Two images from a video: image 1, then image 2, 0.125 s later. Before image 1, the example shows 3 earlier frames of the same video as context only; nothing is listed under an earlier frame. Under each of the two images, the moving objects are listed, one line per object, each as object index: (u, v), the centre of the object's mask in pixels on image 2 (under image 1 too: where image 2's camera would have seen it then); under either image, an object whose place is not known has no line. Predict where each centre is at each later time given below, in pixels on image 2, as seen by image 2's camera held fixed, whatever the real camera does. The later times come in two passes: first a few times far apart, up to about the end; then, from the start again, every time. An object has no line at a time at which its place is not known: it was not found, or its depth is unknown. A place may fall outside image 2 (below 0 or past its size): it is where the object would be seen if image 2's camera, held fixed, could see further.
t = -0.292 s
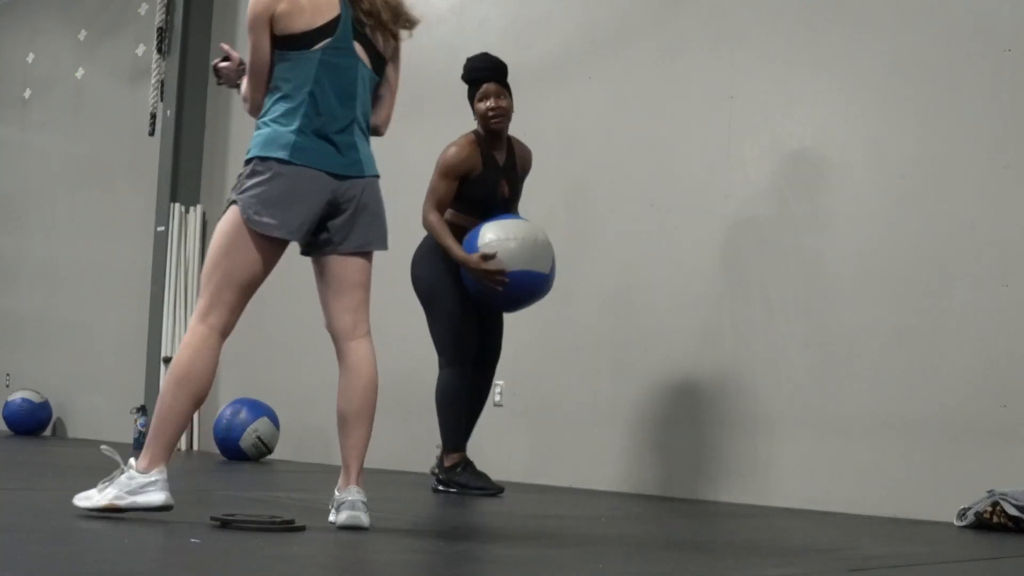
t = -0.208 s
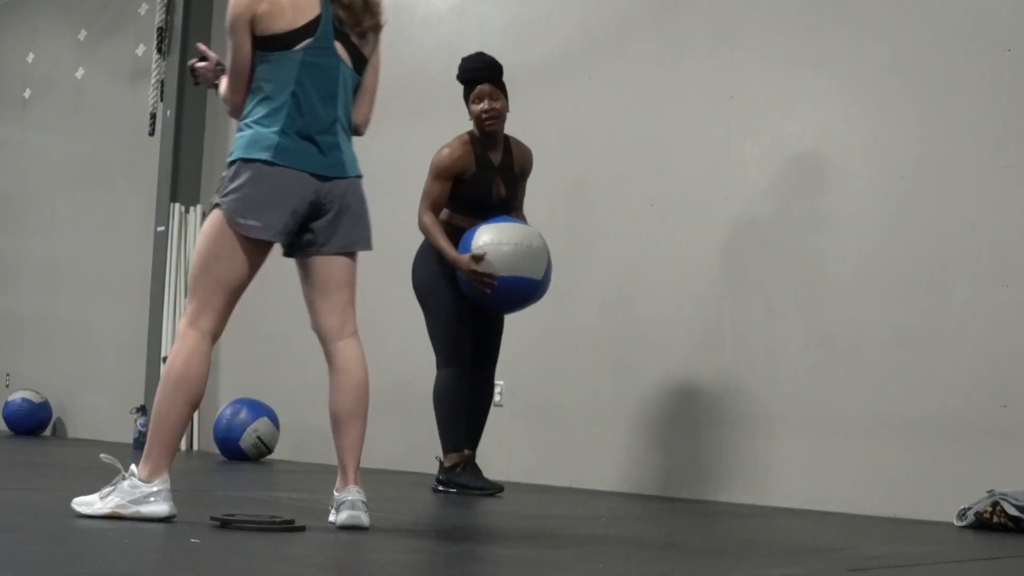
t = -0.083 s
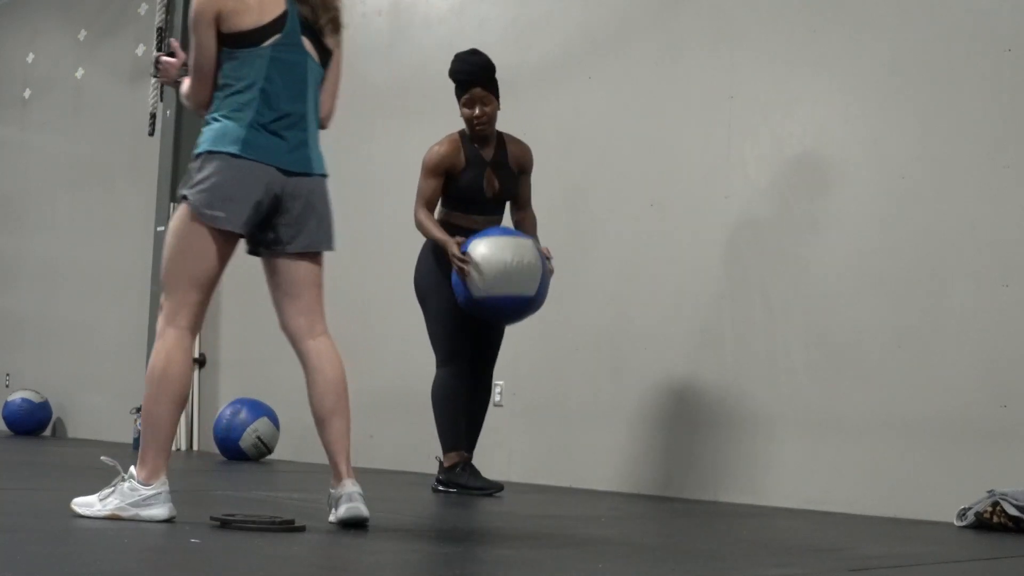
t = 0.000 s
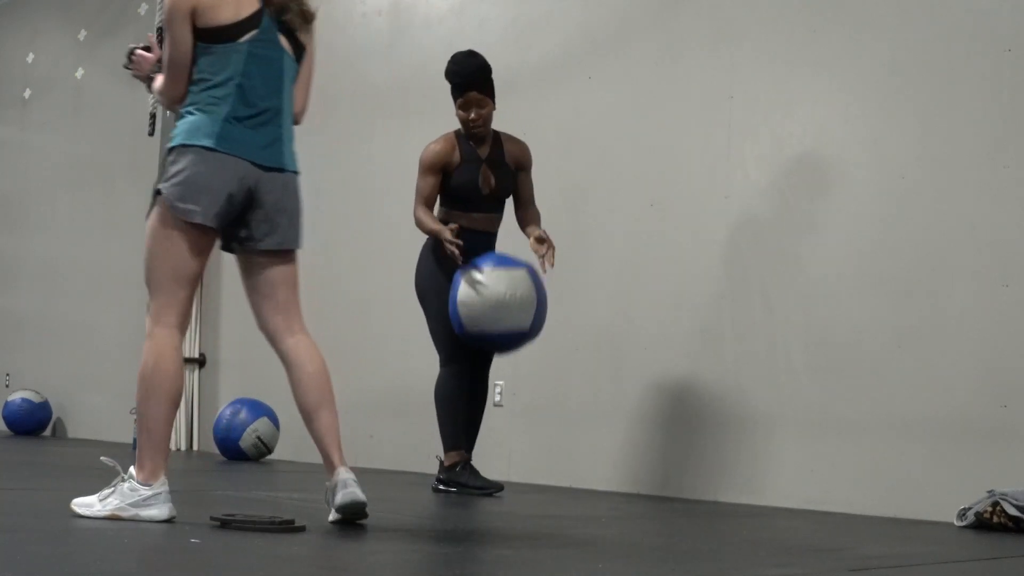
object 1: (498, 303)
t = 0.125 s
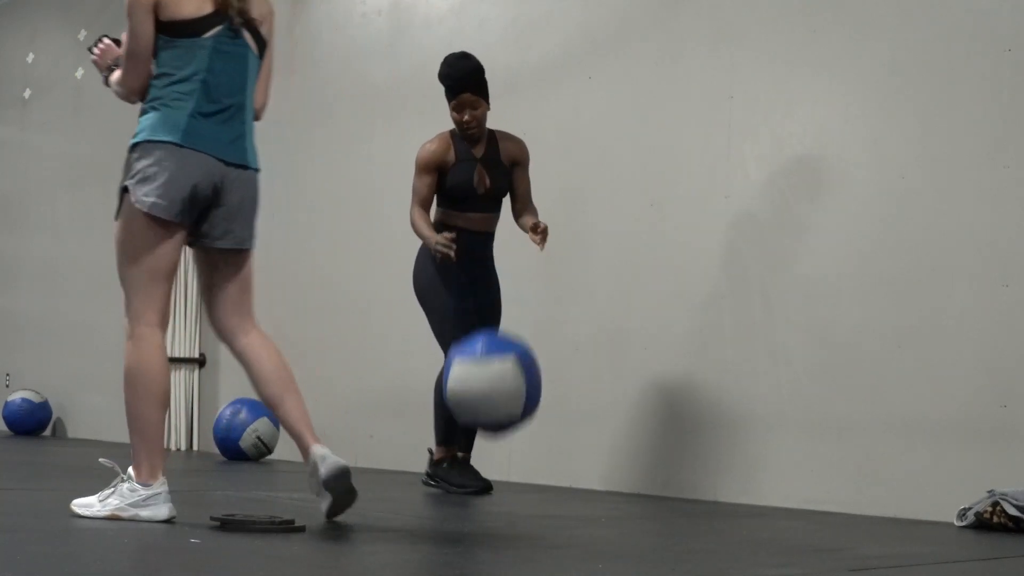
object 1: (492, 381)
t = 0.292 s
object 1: (486, 433)
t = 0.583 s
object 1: (475, 452)
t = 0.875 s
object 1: (466, 453)
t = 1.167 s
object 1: (461, 453)
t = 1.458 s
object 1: (461, 453)
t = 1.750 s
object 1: (462, 453)
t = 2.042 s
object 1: (462, 453)
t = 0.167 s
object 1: (490, 418)
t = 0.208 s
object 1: (487, 456)
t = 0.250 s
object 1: (486, 449)
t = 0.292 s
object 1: (486, 433)
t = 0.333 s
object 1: (485, 421)
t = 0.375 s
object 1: (484, 414)
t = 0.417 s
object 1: (483, 412)
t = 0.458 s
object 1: (481, 414)
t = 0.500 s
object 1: (479, 422)
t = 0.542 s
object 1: (477, 434)
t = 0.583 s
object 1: (475, 452)
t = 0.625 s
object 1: (474, 456)
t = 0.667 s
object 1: (472, 449)
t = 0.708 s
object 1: (471, 446)
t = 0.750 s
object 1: (470, 447)
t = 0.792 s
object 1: (468, 453)
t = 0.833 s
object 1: (467, 455)
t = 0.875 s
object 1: (466, 453)
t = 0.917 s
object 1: (465, 452)
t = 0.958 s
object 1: (464, 453)
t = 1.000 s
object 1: (463, 453)
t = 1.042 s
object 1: (462, 453)
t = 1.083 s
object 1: (462, 453)
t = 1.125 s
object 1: (461, 453)
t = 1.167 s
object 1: (461, 453)
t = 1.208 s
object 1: (461, 453)
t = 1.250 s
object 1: (461, 453)
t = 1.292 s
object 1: (461, 453)
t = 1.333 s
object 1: (461, 453)
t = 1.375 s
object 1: (461, 453)
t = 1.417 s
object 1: (461, 453)
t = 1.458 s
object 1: (461, 453)
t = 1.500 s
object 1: (461, 453)
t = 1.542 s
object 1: (462, 453)
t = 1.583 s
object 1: (462, 453)
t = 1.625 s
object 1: (462, 453)
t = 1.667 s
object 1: (462, 453)
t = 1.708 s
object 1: (462, 453)
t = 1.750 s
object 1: (462, 453)
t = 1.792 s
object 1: (462, 453)
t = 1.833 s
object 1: (462, 453)
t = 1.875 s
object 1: (462, 453)
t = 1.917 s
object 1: (462, 453)
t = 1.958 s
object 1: (462, 453)
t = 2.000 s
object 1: (462, 453)
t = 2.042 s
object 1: (462, 453)
